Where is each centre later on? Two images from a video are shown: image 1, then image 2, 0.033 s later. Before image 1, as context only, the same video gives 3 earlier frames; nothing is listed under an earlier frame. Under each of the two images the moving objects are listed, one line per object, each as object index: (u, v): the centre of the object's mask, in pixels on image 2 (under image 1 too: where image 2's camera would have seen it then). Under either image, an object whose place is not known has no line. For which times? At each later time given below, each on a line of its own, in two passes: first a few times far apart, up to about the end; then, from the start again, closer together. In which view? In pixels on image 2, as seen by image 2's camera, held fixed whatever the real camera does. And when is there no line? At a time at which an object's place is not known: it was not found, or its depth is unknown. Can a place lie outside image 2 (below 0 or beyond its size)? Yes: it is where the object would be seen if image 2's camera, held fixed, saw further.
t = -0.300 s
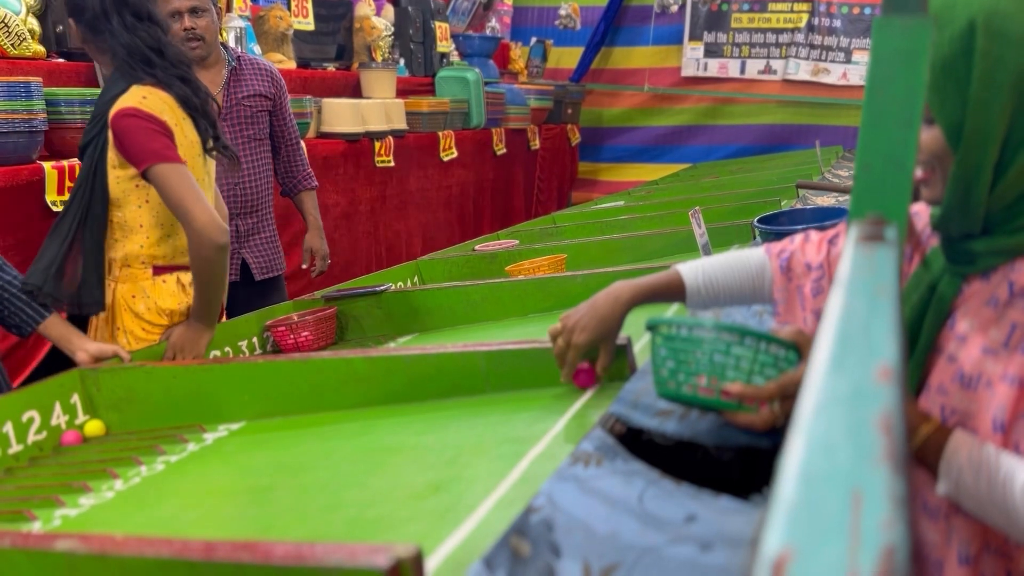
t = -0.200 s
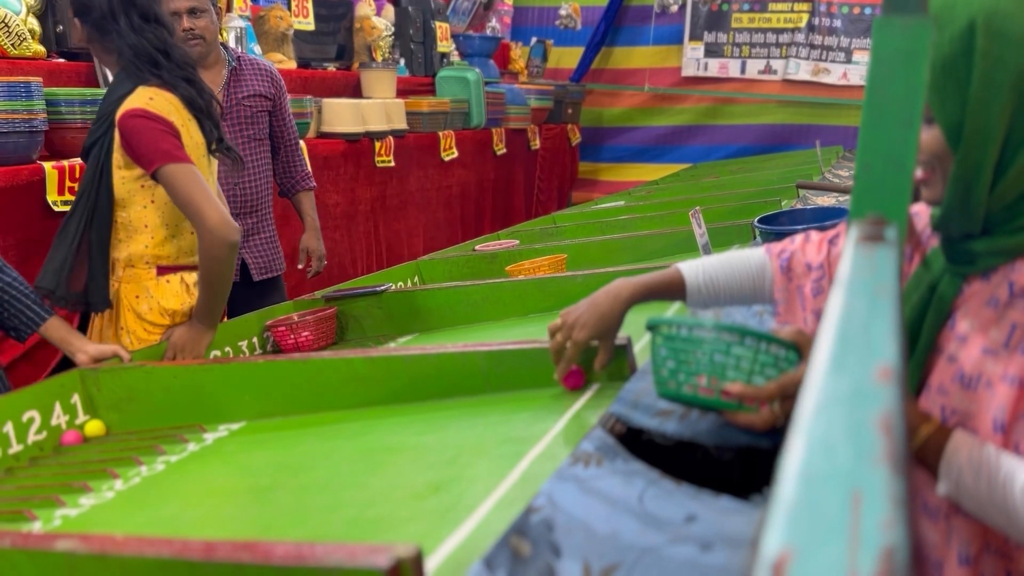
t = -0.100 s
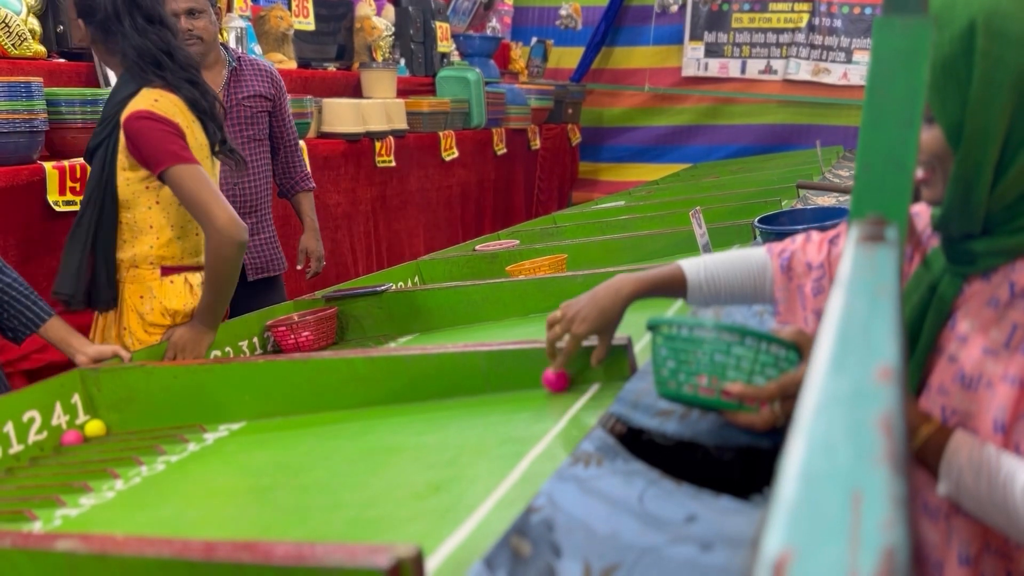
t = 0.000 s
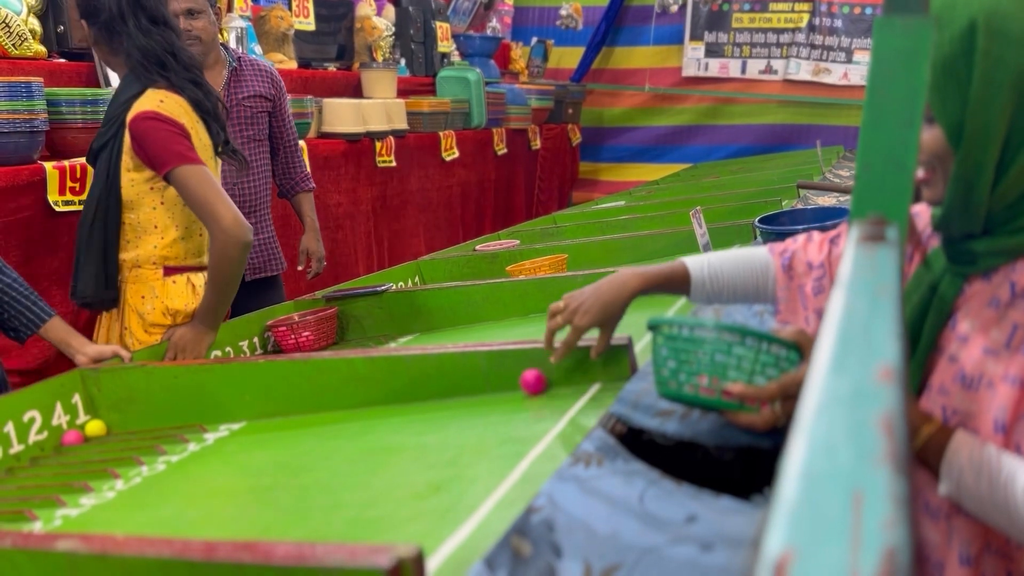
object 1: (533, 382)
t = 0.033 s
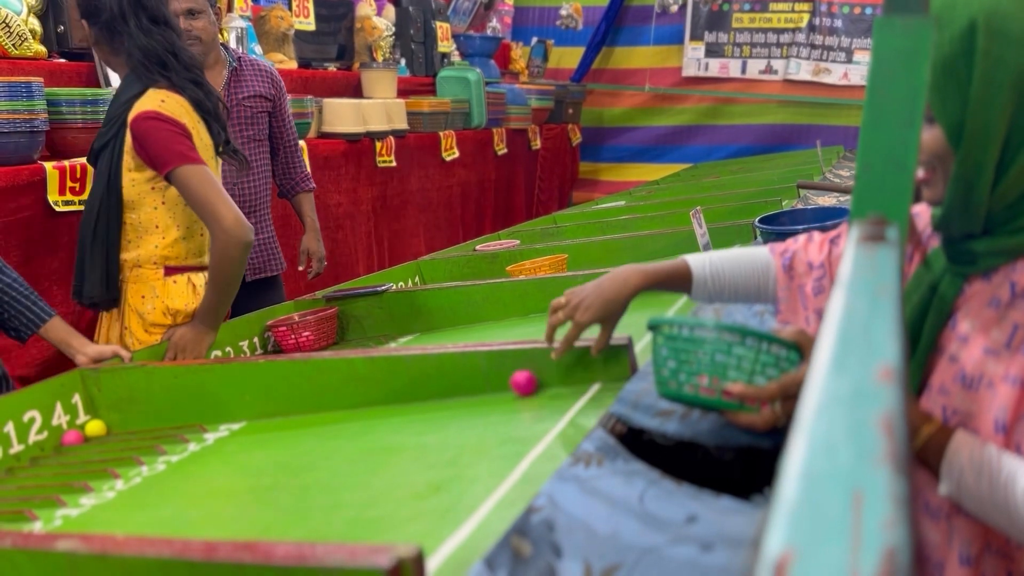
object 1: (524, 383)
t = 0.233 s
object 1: (445, 391)
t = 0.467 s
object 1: (321, 405)
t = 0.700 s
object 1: (193, 389)
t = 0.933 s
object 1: (130, 425)
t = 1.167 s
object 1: (78, 416)
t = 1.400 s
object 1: (78, 436)
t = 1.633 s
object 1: (73, 441)
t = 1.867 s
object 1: (39, 448)
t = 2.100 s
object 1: (42, 453)
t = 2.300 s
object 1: (29, 458)
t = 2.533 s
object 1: (25, 459)
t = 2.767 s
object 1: (26, 459)
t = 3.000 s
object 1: (26, 459)
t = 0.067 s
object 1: (513, 383)
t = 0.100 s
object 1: (500, 384)
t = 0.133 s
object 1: (487, 386)
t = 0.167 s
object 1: (473, 388)
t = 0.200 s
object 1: (459, 389)
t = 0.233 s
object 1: (445, 391)
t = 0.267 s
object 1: (429, 393)
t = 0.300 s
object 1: (412, 395)
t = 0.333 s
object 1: (395, 396)
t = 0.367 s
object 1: (378, 398)
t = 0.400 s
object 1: (359, 401)
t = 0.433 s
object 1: (339, 403)
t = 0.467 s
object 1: (321, 405)
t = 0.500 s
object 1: (301, 408)
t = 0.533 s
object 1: (281, 411)
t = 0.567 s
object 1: (261, 413)
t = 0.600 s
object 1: (239, 415)
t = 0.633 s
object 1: (219, 418)
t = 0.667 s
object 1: (203, 406)
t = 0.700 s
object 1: (193, 389)
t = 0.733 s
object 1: (185, 378)
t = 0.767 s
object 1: (176, 372)
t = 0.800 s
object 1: (167, 373)
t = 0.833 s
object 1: (160, 380)
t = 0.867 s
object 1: (152, 390)
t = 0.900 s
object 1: (144, 409)
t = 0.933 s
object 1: (130, 425)
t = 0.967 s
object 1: (103, 432)
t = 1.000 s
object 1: (75, 437)
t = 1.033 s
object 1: (62, 424)
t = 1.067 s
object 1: (48, 418)
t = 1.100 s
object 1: (47, 414)
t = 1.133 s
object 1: (61, 412)
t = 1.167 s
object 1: (78, 416)
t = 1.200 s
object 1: (97, 428)
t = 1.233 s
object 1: (103, 432)
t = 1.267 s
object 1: (99, 433)
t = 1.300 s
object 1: (95, 440)
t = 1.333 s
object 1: (89, 443)
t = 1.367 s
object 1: (84, 436)
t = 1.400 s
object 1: (78, 436)
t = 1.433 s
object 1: (73, 441)
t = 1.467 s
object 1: (70, 454)
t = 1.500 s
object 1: (70, 454)
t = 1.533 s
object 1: (74, 449)
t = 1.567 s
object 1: (77, 448)
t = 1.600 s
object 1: (79, 446)
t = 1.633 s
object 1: (73, 441)
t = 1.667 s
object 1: (64, 441)
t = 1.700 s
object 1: (56, 445)
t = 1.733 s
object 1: (45, 453)
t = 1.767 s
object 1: (36, 453)
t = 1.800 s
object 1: (29, 452)
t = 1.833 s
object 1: (33, 447)
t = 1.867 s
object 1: (39, 448)
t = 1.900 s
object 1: (45, 454)
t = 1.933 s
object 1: (47, 453)
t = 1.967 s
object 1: (46, 450)
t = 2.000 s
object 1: (45, 452)
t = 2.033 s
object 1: (47, 454)
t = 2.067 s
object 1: (42, 454)
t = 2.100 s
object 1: (42, 453)
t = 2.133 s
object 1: (38, 454)
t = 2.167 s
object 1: (34, 456)
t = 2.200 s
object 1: (29, 457)
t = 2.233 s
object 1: (27, 457)
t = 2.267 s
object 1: (28, 457)
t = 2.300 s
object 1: (29, 458)
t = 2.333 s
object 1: (29, 458)
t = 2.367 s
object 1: (28, 458)
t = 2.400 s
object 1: (27, 459)
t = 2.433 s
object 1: (26, 459)
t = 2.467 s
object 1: (26, 459)
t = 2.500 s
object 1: (26, 459)
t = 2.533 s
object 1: (25, 459)
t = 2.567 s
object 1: (25, 459)
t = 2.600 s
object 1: (25, 459)
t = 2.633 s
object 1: (25, 459)
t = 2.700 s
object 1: (25, 459)
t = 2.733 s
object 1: (25, 459)
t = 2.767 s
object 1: (26, 459)
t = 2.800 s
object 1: (26, 459)
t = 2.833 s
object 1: (25, 459)
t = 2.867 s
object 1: (26, 459)
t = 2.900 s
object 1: (25, 459)
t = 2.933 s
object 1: (26, 459)
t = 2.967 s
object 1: (26, 459)
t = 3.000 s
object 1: (26, 459)
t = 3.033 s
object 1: (25, 460)
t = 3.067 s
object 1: (26, 459)
